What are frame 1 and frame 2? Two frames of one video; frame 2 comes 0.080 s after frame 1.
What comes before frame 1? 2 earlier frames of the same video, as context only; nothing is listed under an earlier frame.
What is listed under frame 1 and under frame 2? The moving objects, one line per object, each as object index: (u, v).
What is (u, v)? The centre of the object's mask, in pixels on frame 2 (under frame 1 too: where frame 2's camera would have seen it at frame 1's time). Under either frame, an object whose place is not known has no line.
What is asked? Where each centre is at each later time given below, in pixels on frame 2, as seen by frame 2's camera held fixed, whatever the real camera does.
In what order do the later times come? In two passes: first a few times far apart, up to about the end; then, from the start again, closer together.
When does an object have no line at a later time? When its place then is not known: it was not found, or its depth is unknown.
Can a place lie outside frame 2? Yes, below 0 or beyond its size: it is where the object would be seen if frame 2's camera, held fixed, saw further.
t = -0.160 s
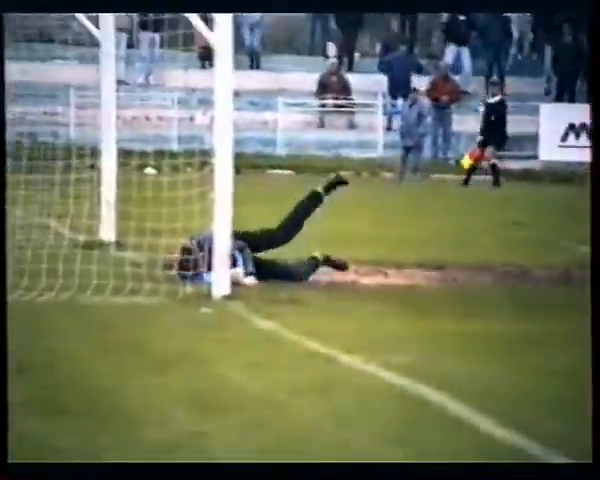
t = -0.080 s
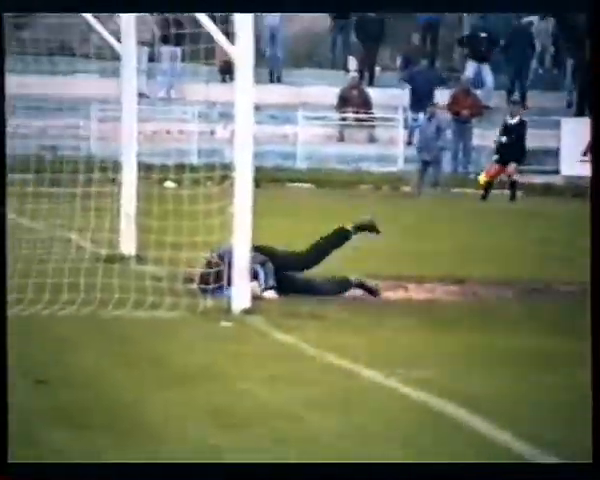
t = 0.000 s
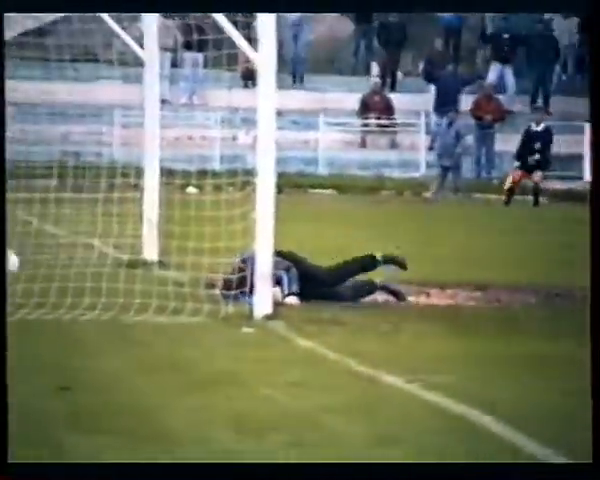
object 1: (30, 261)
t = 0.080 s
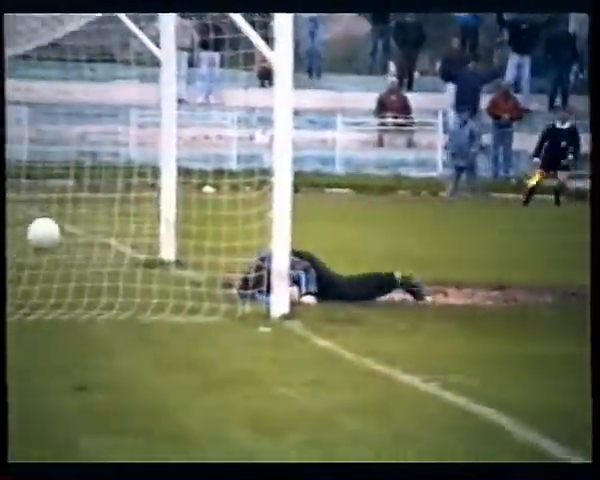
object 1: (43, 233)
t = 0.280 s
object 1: (100, 201)
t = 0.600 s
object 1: (184, 266)
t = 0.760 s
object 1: (227, 259)
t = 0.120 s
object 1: (55, 222)
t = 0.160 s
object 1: (66, 214)
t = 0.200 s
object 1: (77, 207)
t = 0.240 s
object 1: (89, 203)
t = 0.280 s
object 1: (100, 201)
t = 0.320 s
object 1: (111, 202)
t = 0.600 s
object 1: (184, 266)
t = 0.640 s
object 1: (195, 282)
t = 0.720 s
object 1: (216, 264)
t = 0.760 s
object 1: (227, 259)
